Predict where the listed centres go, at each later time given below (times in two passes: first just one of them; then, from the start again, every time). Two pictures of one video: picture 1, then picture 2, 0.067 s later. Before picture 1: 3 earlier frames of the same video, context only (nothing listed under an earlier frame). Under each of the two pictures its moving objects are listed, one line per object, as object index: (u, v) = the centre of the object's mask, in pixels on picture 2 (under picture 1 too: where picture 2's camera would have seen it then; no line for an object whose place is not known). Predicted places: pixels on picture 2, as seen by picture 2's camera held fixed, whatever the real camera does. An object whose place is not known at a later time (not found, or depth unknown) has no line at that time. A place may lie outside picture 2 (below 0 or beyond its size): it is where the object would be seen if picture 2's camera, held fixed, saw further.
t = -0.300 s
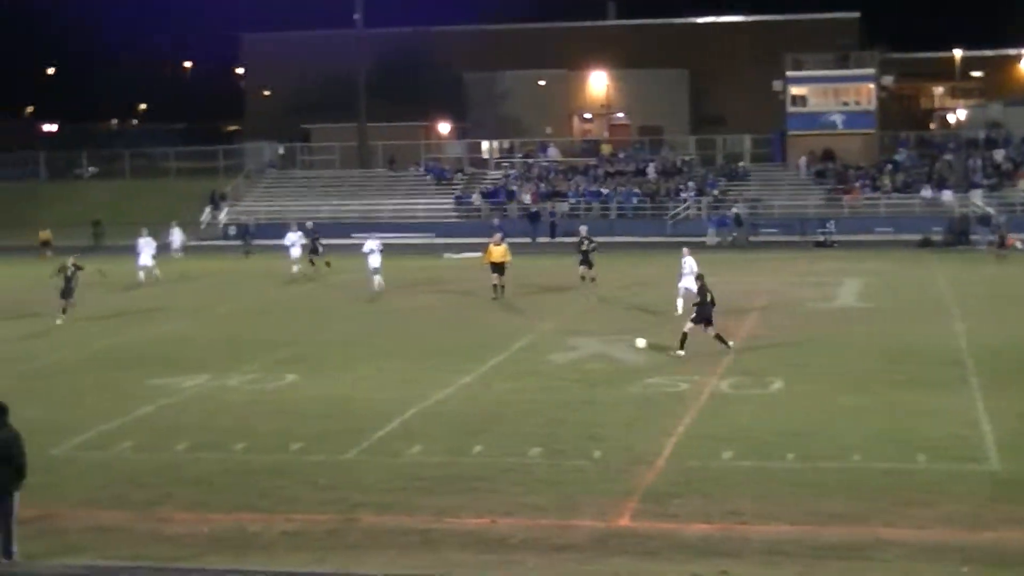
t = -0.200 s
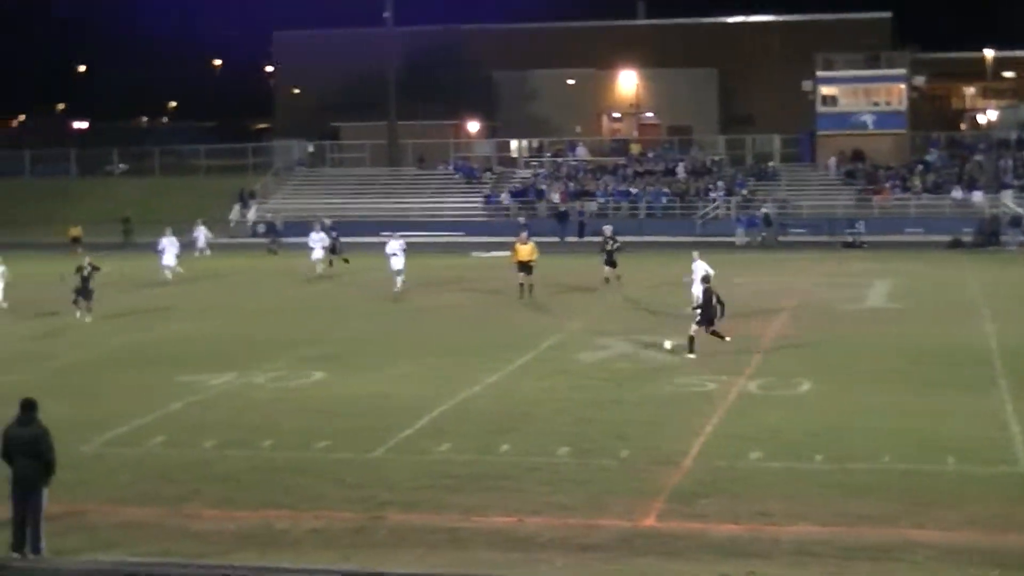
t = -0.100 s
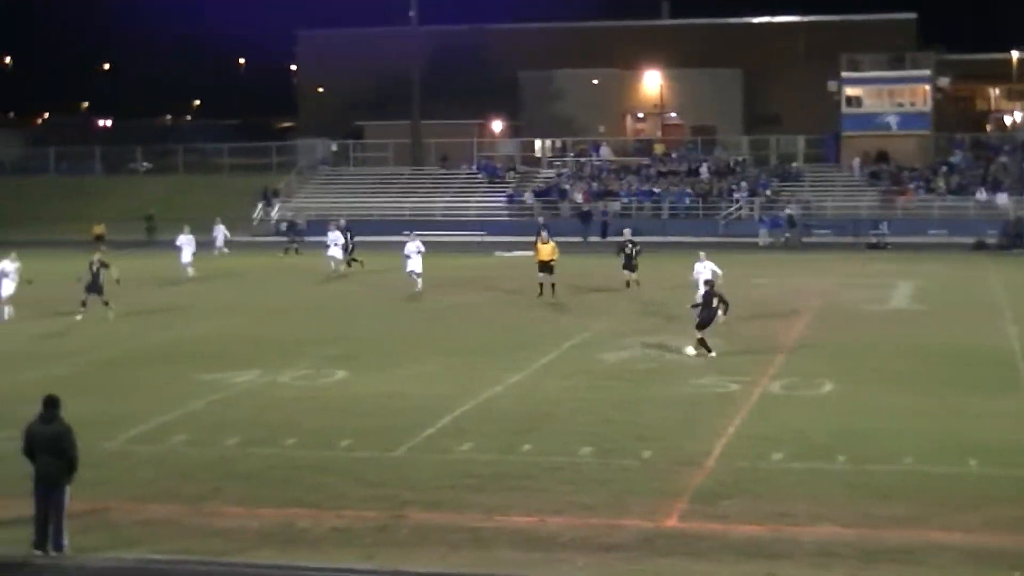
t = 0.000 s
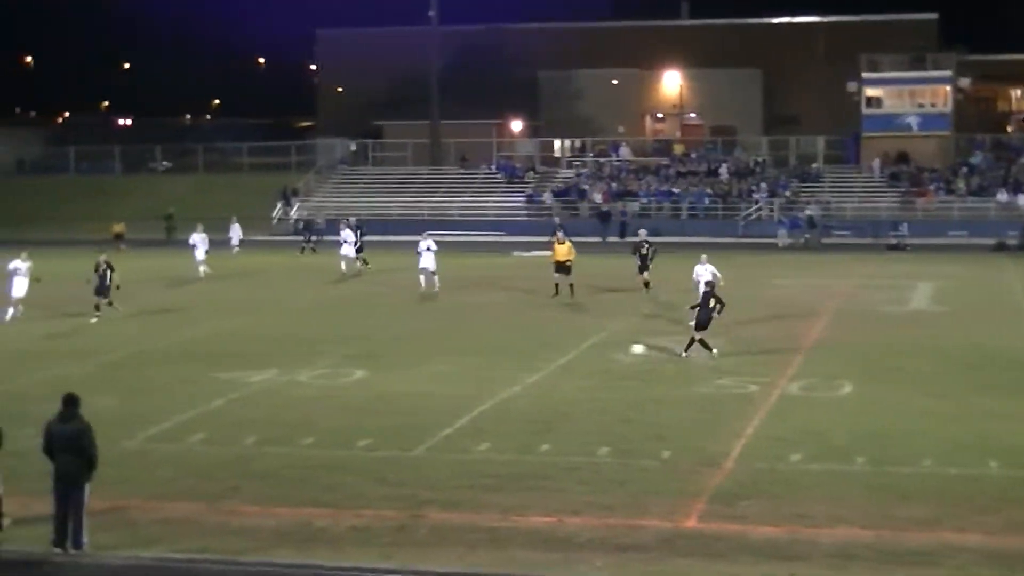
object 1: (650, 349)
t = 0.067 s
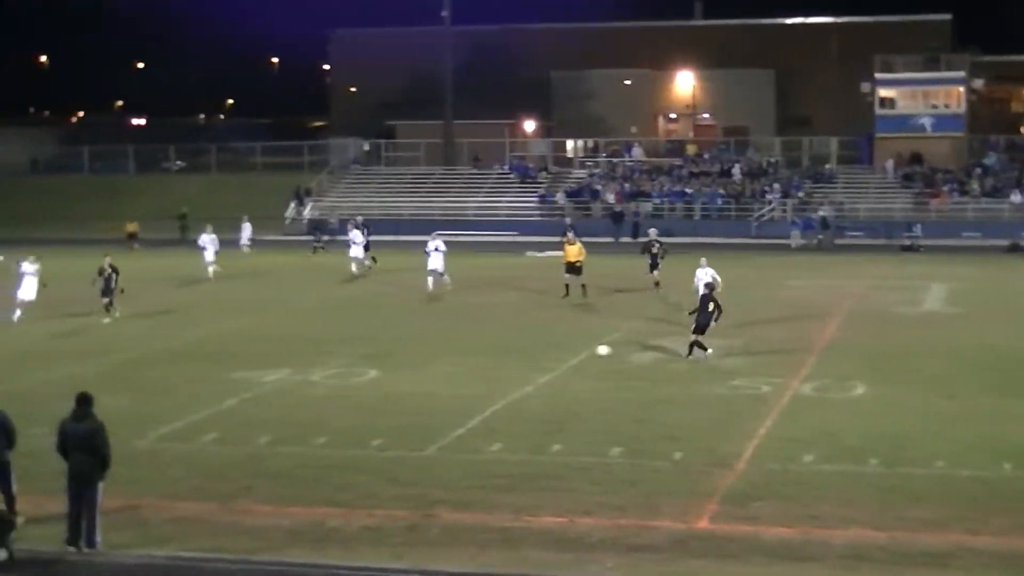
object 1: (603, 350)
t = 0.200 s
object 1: (518, 353)
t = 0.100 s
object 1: (581, 352)
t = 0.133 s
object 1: (559, 353)
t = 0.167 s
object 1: (538, 352)
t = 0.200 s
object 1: (518, 353)
